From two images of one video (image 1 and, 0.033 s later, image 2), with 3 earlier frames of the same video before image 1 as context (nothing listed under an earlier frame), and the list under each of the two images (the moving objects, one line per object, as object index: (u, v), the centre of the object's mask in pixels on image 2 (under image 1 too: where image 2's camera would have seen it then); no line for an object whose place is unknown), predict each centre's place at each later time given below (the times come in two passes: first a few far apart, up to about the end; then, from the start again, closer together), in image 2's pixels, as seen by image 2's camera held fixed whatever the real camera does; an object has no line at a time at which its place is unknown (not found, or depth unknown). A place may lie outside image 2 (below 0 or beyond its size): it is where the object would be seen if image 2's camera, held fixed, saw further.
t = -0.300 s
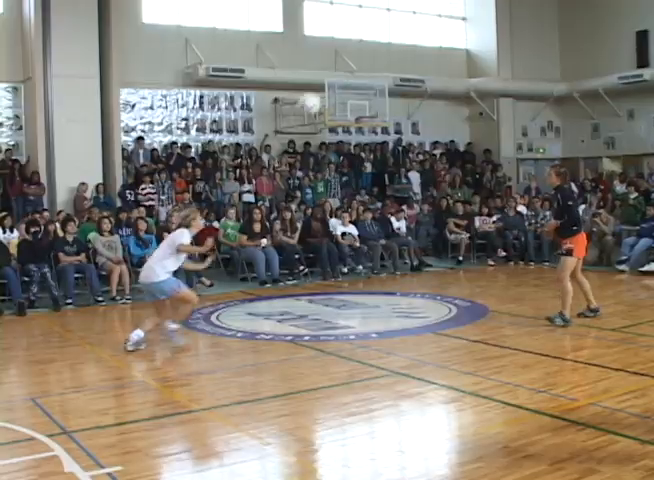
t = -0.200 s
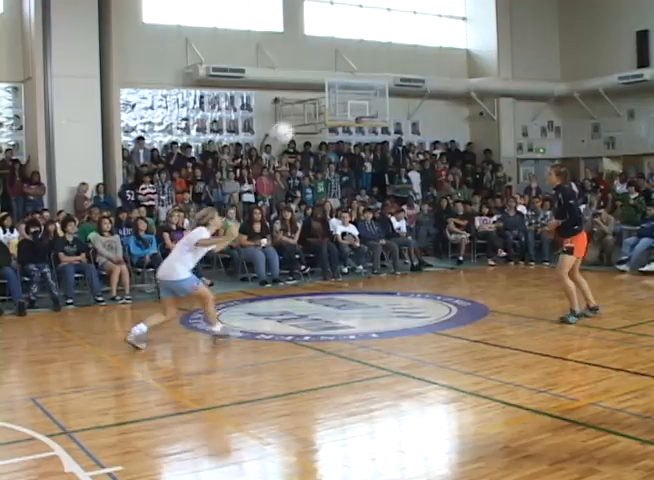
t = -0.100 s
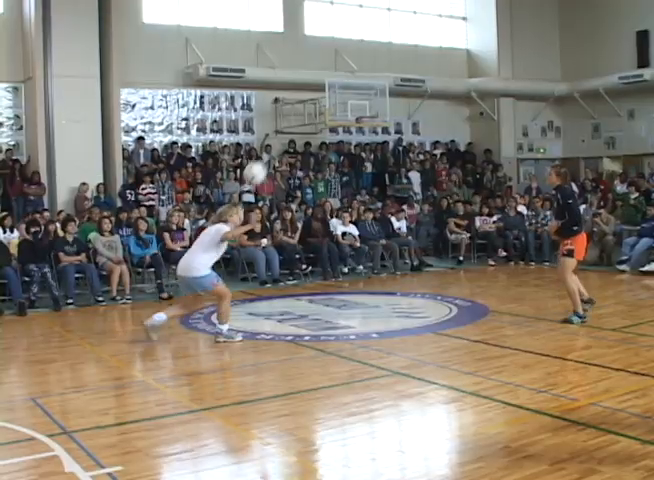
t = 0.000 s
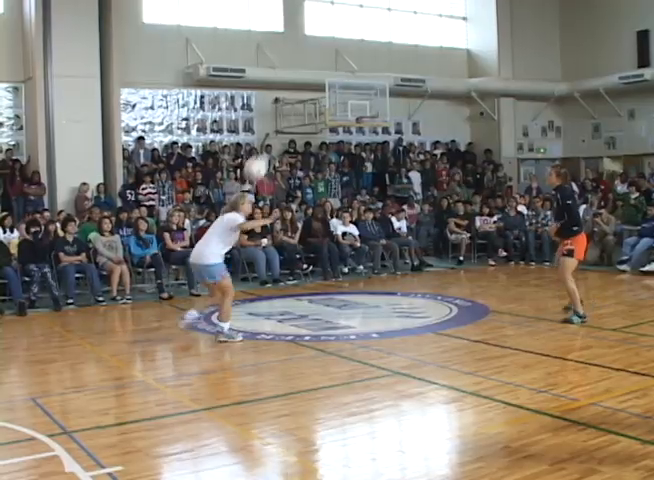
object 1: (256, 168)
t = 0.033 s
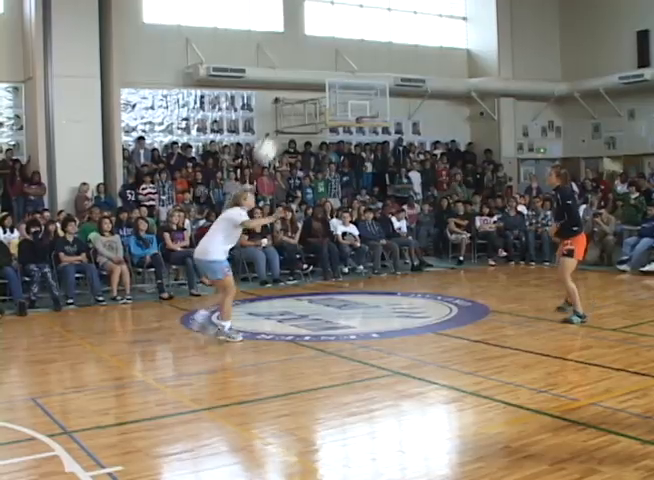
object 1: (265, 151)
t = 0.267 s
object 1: (331, 59)
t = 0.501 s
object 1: (398, 22)
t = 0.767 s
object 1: (476, 48)
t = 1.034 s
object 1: (560, 146)
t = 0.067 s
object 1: (274, 134)
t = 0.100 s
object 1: (284, 118)
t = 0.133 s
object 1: (293, 104)
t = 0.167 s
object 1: (302, 91)
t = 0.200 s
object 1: (312, 80)
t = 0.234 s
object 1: (321, 68)
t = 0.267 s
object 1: (331, 59)
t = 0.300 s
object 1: (341, 50)
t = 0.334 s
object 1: (349, 45)
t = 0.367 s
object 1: (359, 38)
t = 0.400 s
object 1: (369, 32)
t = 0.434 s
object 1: (379, 29)
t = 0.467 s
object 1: (389, 25)
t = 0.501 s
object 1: (398, 22)
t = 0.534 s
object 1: (409, 23)
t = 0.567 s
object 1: (419, 23)
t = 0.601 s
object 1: (429, 24)
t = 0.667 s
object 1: (449, 31)
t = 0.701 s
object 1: (459, 36)
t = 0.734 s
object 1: (468, 42)
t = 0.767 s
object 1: (476, 48)
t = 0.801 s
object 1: (491, 57)
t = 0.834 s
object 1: (501, 66)
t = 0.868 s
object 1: (512, 74)
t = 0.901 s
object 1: (520, 87)
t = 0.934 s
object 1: (531, 100)
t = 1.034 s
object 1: (560, 146)
